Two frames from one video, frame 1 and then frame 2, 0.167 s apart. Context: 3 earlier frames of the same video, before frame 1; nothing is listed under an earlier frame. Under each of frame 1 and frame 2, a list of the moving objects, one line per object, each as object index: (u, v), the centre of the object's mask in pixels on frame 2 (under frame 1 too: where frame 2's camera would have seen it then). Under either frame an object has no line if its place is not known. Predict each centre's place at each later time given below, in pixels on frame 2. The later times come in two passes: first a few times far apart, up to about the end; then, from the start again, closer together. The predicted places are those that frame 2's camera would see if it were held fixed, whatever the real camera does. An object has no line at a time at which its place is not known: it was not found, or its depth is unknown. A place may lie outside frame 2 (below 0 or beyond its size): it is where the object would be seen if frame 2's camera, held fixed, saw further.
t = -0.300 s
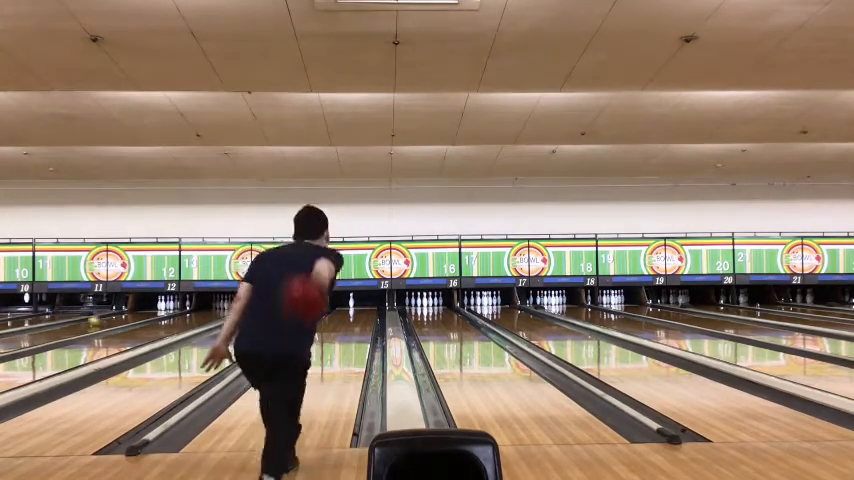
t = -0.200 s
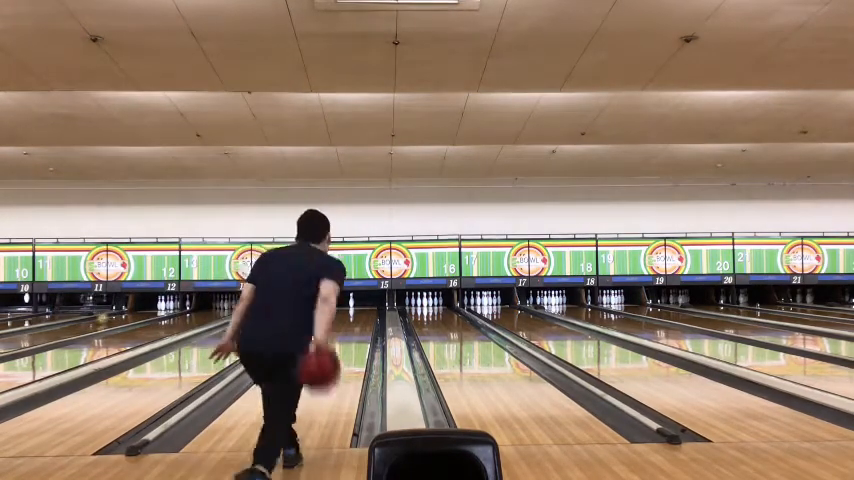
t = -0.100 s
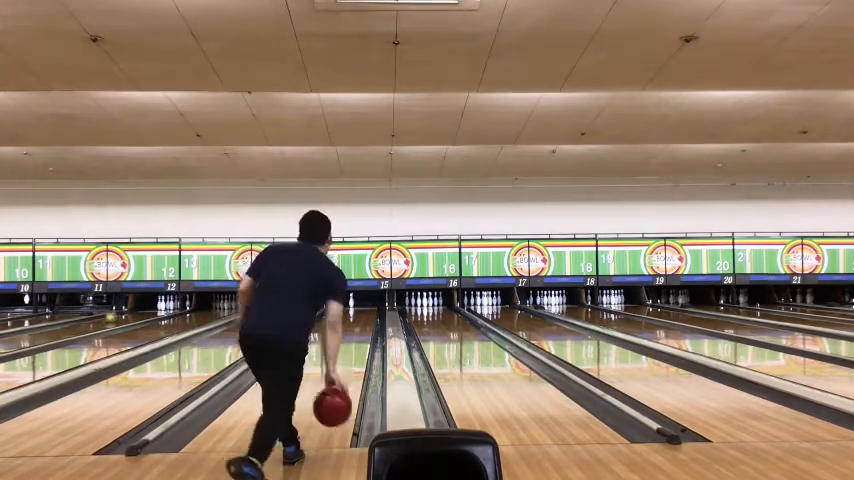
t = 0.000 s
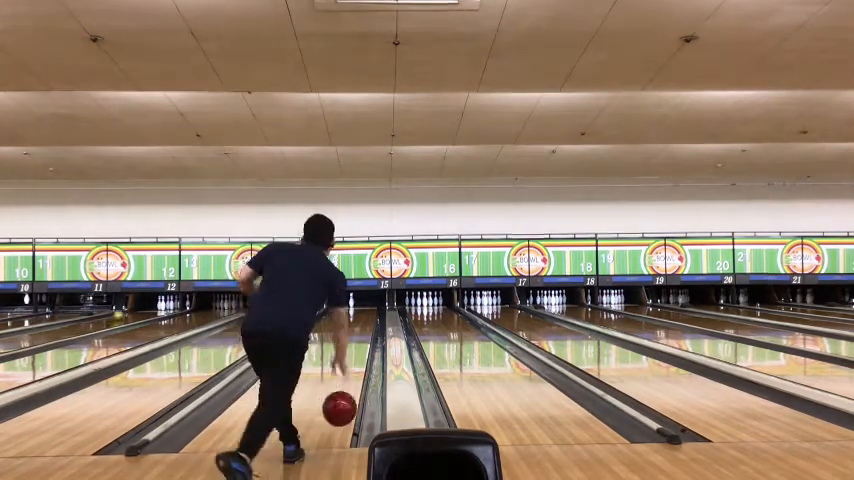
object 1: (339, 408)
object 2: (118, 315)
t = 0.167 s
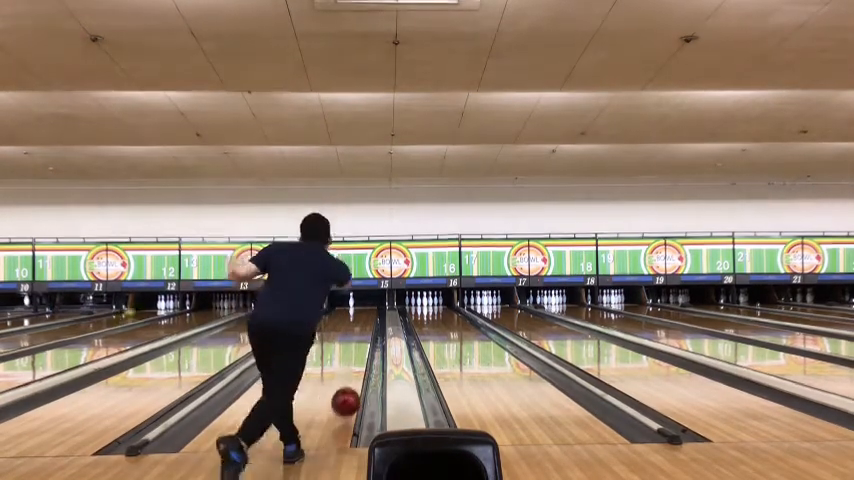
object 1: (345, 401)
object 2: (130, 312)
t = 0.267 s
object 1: (348, 392)
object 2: (135, 311)
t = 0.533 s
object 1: (354, 368)
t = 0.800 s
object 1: (357, 352)
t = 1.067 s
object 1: (359, 340)
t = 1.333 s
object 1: (360, 332)
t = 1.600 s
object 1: (361, 325)
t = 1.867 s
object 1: (360, 320)
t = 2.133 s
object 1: (361, 315)
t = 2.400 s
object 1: (360, 308)
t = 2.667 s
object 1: (360, 308)
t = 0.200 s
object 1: (346, 398)
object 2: (131, 312)
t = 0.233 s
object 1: (347, 397)
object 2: (134, 312)
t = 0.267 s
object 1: (348, 392)
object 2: (135, 311)
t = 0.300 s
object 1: (349, 388)
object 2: (137, 310)
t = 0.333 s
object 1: (350, 385)
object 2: (139, 309)
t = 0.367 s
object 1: (351, 382)
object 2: (141, 309)
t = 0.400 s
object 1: (351, 379)
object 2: (143, 309)
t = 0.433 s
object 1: (352, 377)
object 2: (144, 309)
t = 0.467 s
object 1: (353, 374)
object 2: (146, 309)
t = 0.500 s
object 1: (353, 371)
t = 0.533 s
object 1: (354, 368)
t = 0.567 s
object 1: (354, 366)
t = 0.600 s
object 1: (355, 363)
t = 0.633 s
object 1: (355, 361)
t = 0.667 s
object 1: (356, 359)
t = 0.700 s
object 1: (356, 357)
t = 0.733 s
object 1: (356, 355)
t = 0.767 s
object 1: (357, 353)
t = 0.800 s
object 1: (357, 352)
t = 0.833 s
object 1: (357, 350)
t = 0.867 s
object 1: (358, 349)
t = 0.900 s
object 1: (358, 347)
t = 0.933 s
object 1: (358, 345)
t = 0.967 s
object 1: (359, 344)
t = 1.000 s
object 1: (359, 343)
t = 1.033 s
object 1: (359, 342)
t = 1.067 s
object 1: (359, 340)
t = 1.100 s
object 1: (359, 339)
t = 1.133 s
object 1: (359, 338)
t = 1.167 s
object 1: (359, 336)
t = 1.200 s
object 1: (359, 335)
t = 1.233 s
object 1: (359, 334)
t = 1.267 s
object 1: (359, 334)
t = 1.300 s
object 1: (360, 332)
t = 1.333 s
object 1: (360, 332)
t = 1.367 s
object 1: (360, 331)
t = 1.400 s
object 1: (360, 330)
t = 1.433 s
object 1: (360, 329)
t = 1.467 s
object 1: (360, 328)
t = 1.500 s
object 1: (360, 327)
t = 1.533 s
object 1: (361, 326)
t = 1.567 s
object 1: (361, 325)
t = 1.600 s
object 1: (361, 325)
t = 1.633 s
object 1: (361, 324)
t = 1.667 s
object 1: (361, 324)
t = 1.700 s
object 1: (361, 323)
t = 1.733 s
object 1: (361, 321)
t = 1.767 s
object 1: (361, 321)
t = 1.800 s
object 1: (361, 321)
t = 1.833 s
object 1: (361, 320)
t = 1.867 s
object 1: (360, 320)
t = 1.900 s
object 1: (360, 318)
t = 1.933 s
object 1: (361, 317)
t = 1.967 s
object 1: (361, 316)
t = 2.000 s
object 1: (361, 316)
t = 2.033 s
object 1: (361, 316)
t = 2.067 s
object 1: (361, 316)
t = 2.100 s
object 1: (361, 316)
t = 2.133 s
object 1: (361, 315)
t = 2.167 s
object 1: (358, 316)
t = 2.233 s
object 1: (363, 311)
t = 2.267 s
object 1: (360, 311)
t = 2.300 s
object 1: (360, 310)
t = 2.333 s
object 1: (360, 310)
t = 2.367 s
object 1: (360, 309)
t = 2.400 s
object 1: (360, 308)
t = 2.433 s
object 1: (360, 308)
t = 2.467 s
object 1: (360, 308)
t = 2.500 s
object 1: (360, 308)
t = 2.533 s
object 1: (360, 308)
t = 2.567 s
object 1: (360, 308)
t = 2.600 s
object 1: (360, 308)
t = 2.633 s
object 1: (360, 308)
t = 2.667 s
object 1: (360, 308)
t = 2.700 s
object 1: (360, 308)
